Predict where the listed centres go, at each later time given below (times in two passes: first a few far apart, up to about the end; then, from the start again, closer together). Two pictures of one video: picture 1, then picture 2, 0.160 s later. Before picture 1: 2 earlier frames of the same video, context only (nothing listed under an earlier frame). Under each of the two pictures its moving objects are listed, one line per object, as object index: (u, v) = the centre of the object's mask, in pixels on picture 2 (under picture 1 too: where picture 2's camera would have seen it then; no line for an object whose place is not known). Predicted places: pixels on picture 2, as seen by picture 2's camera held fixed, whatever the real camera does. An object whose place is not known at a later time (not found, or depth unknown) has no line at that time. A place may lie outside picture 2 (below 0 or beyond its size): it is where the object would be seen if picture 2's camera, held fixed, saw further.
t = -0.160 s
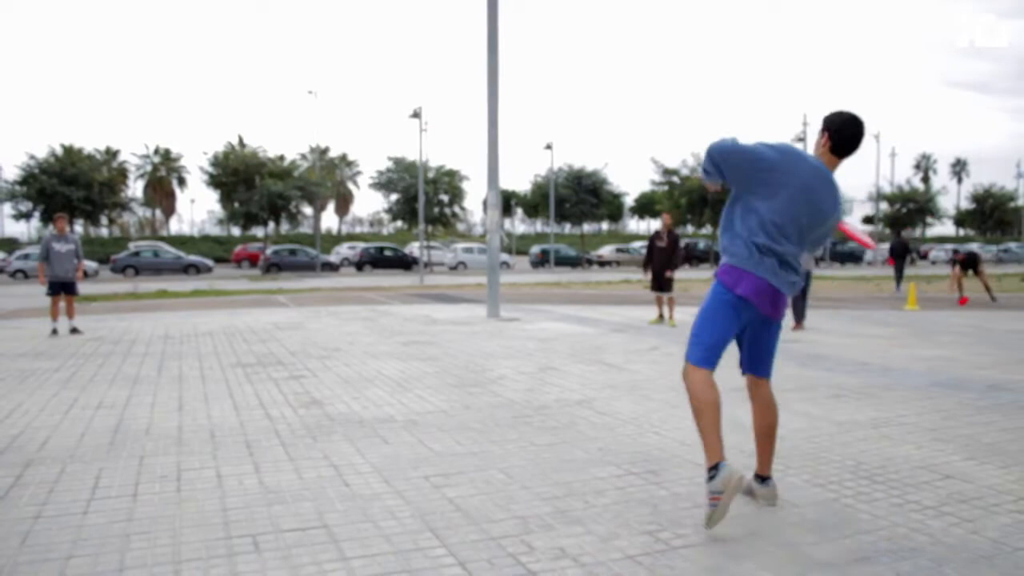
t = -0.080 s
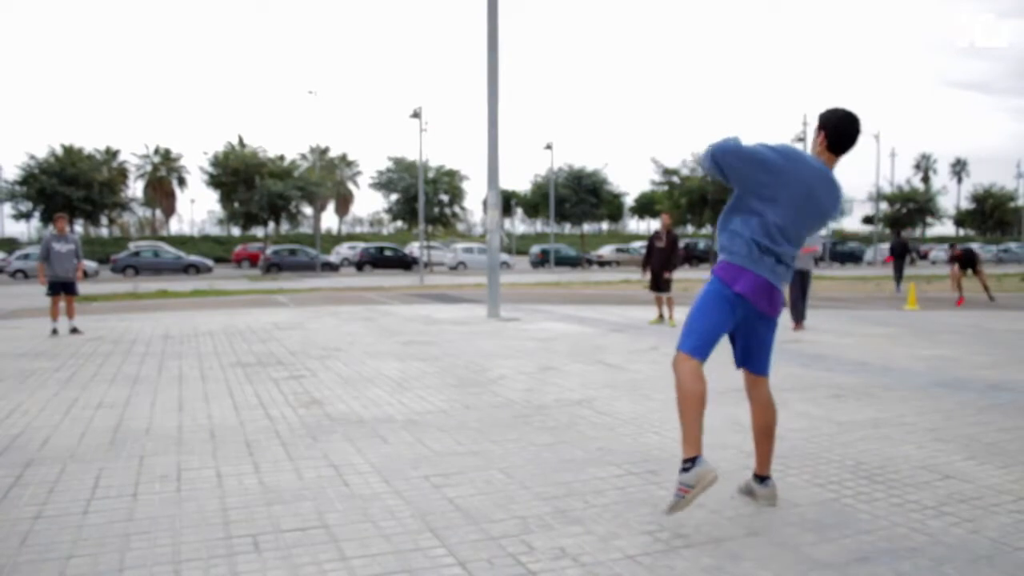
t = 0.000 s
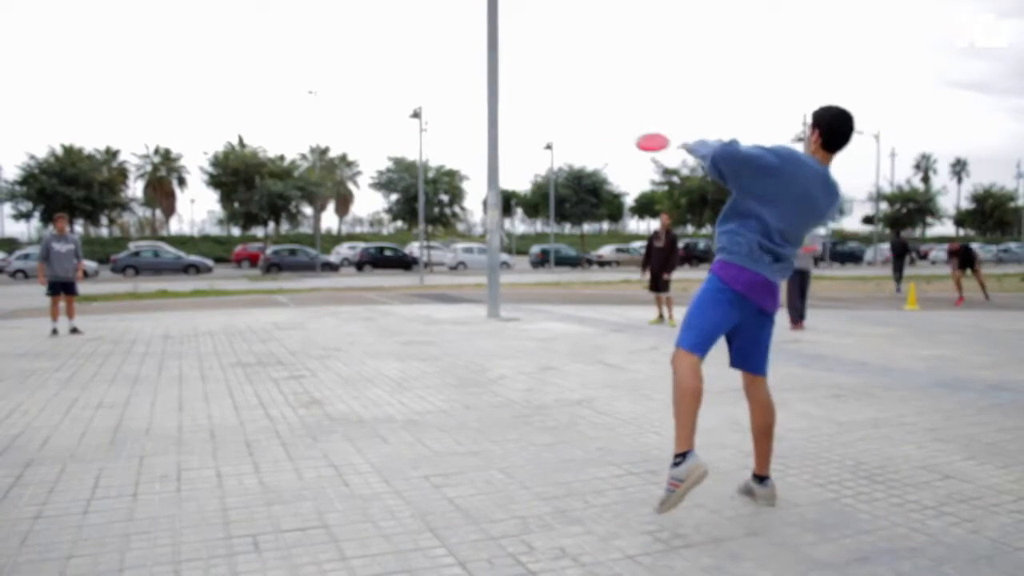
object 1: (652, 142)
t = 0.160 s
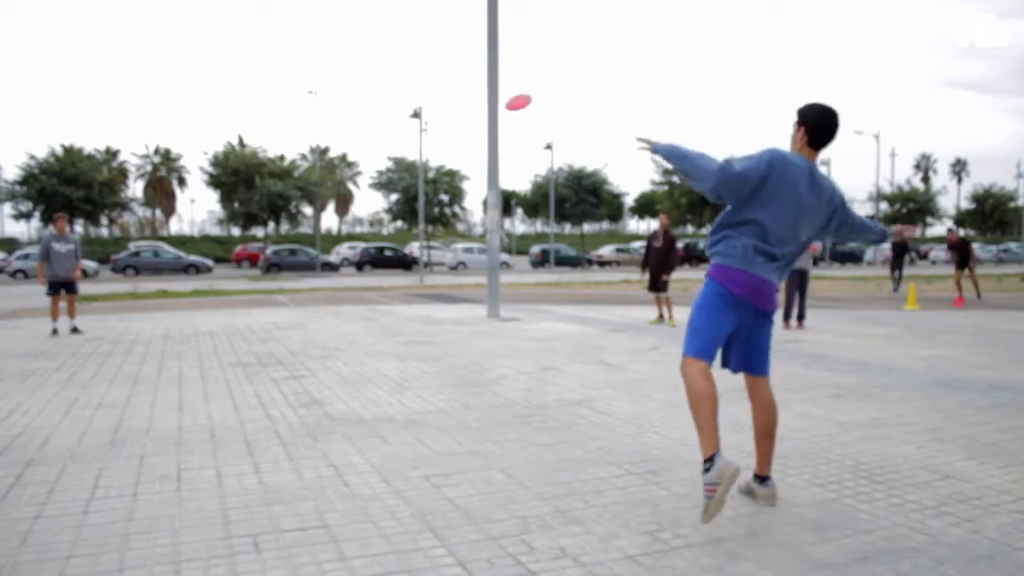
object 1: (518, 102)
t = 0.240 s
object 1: (467, 94)
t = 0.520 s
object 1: (332, 102)
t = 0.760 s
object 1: (243, 137)
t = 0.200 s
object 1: (492, 97)
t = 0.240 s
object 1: (467, 94)
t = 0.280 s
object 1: (445, 92)
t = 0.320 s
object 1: (424, 91)
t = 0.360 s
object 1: (403, 92)
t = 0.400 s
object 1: (384, 93)
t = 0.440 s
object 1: (366, 95)
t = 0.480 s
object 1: (349, 98)
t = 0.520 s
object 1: (332, 102)
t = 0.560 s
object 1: (316, 106)
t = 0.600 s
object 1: (301, 110)
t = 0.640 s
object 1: (286, 116)
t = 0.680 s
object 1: (271, 121)
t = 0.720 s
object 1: (257, 128)
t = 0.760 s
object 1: (243, 137)
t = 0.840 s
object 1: (216, 153)
